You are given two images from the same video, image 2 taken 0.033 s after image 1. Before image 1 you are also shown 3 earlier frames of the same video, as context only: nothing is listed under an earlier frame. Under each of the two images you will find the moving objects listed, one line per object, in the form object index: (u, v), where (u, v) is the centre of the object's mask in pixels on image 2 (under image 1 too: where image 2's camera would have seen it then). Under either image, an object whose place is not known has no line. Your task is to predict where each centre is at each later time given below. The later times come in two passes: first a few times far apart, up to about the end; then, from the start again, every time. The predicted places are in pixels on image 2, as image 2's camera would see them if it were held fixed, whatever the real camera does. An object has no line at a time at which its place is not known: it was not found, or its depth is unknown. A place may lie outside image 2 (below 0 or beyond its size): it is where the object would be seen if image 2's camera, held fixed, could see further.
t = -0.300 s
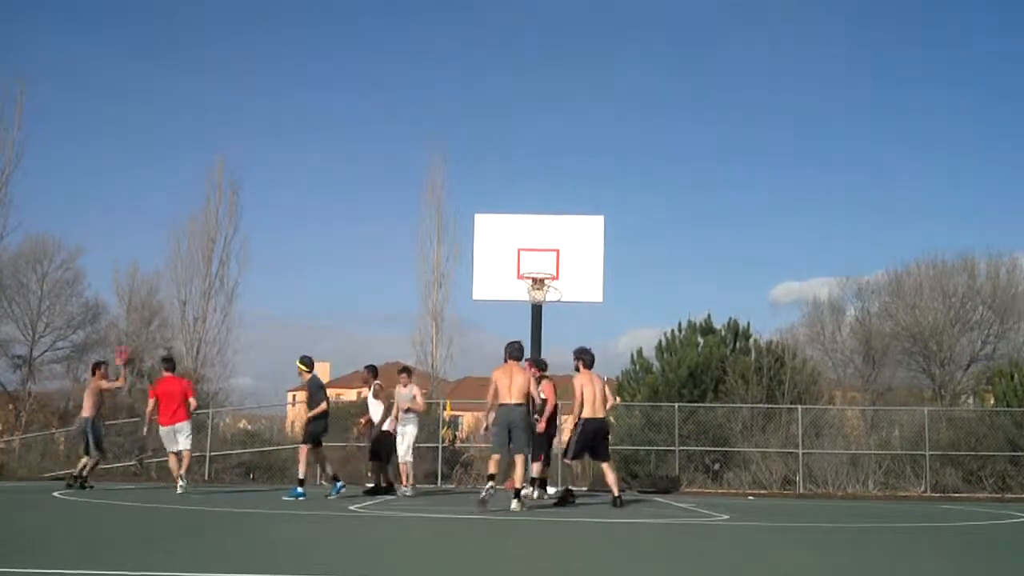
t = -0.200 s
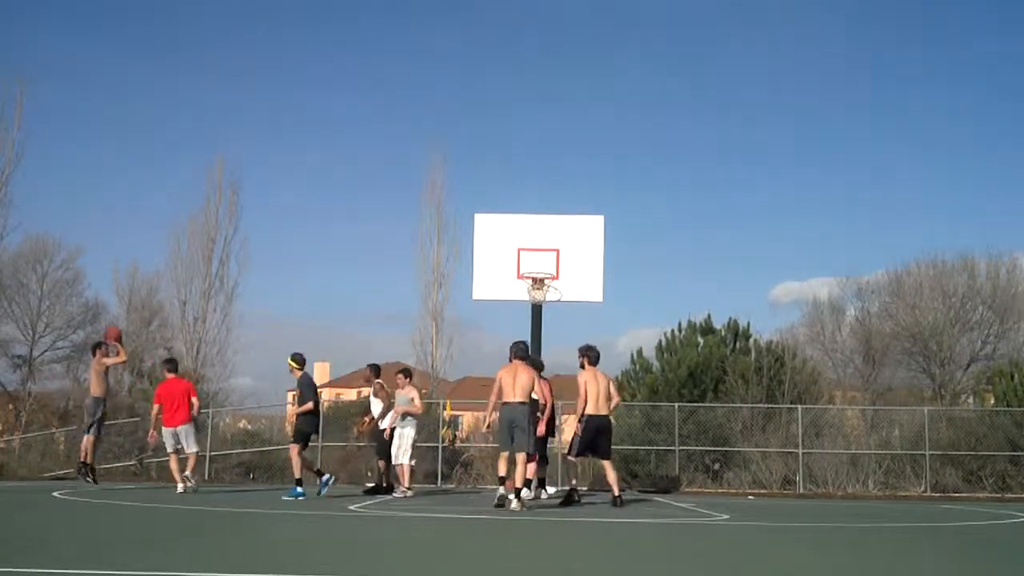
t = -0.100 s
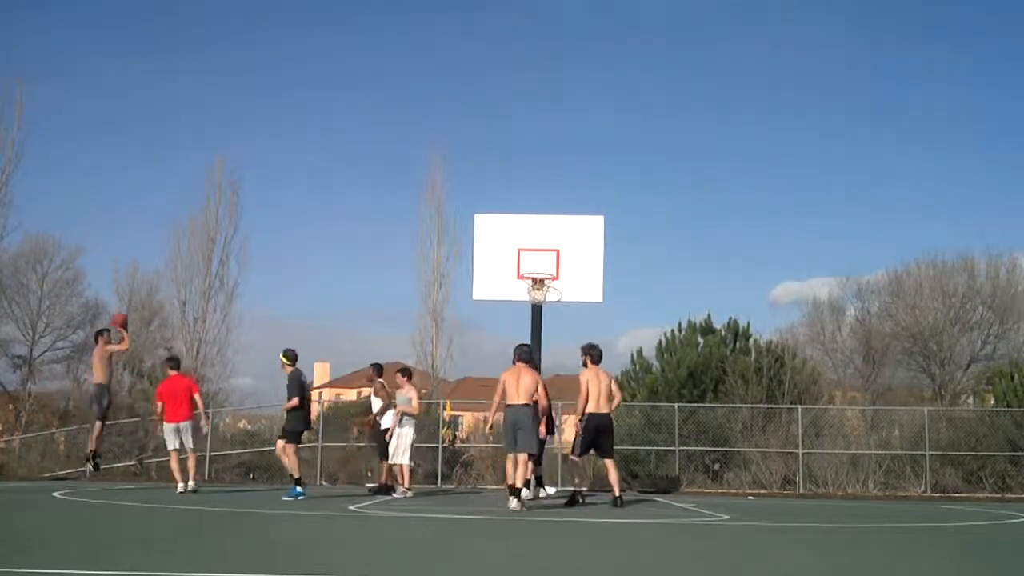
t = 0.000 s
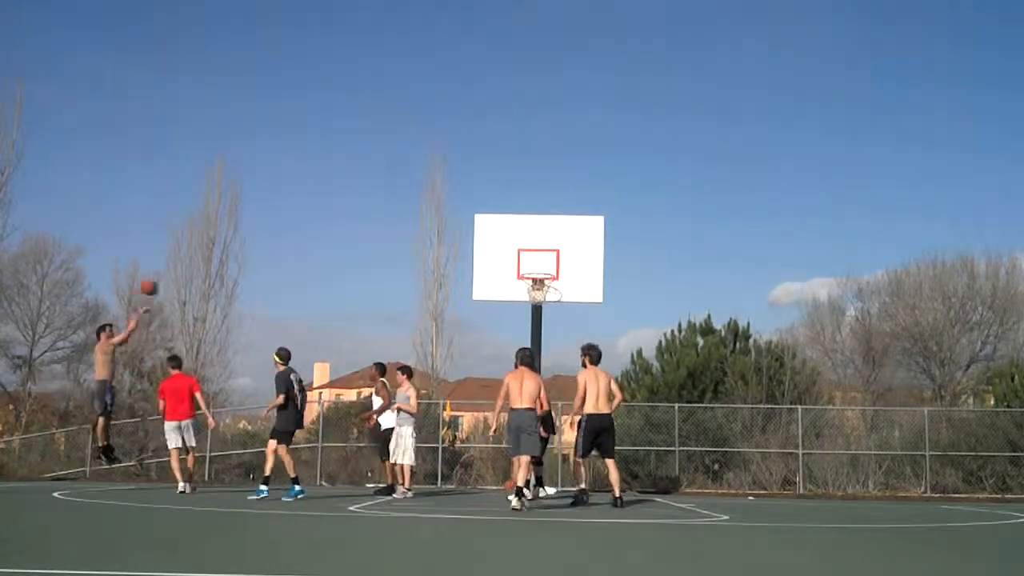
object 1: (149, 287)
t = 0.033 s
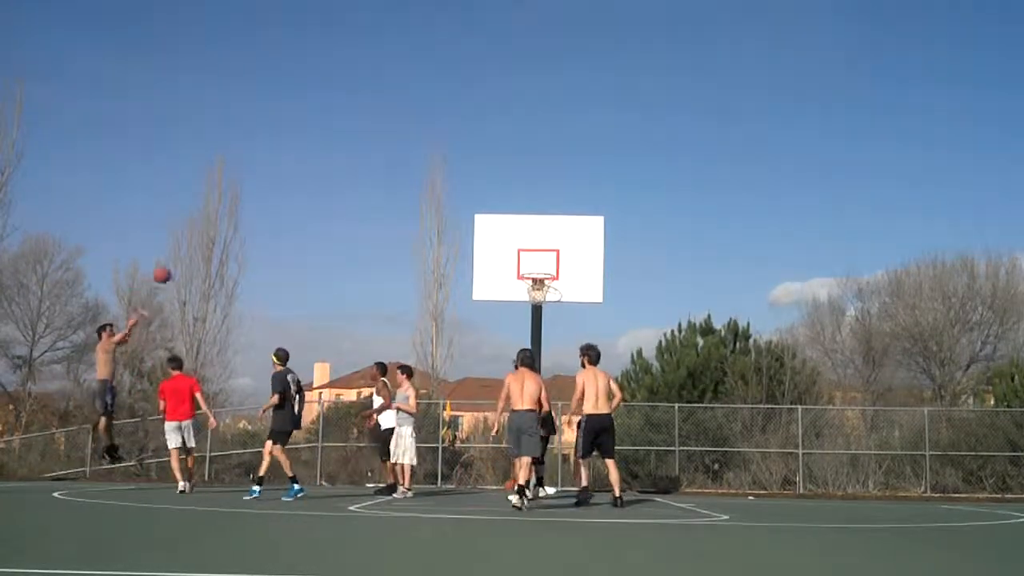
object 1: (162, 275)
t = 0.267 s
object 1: (253, 215)
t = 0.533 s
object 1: (353, 193)
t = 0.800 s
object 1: (453, 220)
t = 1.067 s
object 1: (531, 247)
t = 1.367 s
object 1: (572, 203)
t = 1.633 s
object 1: (608, 215)
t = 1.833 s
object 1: (636, 257)
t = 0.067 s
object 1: (174, 264)
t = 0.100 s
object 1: (187, 255)
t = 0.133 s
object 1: (201, 245)
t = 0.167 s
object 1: (213, 237)
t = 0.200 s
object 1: (227, 229)
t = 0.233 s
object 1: (240, 221)
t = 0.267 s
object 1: (253, 215)
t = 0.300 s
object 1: (265, 211)
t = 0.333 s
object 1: (278, 205)
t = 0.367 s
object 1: (291, 202)
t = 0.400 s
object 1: (303, 199)
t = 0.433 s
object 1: (316, 196)
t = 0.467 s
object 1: (329, 194)
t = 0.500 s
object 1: (341, 193)
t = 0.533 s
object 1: (353, 193)
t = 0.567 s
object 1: (366, 194)
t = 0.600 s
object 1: (378, 195)
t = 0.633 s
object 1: (391, 197)
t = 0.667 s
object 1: (403, 200)
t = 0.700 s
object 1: (416, 204)
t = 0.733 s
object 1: (428, 210)
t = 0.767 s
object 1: (441, 214)
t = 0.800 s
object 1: (453, 220)
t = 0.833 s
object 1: (466, 227)
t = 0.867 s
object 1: (477, 234)
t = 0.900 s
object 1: (489, 242)
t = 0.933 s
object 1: (501, 251)
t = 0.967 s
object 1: (513, 262)
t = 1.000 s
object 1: (522, 265)
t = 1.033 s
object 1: (526, 255)
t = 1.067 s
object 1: (531, 247)
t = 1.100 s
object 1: (536, 239)
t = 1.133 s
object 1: (540, 232)
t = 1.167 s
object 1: (545, 226)
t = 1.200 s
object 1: (549, 220)
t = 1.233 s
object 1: (554, 215)
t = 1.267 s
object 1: (558, 211)
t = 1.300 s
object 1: (563, 209)
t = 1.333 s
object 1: (568, 204)
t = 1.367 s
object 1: (572, 203)
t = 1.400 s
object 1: (576, 202)
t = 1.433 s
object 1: (581, 202)
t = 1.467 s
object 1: (585, 202)
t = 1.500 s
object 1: (590, 203)
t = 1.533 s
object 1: (594, 204)
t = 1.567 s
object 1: (599, 207)
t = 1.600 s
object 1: (603, 211)
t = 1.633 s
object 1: (608, 215)
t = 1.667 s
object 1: (613, 220)
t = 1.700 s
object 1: (619, 226)
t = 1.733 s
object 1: (622, 232)
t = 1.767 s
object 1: (626, 240)
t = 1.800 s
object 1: (631, 248)
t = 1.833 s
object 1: (636, 257)
